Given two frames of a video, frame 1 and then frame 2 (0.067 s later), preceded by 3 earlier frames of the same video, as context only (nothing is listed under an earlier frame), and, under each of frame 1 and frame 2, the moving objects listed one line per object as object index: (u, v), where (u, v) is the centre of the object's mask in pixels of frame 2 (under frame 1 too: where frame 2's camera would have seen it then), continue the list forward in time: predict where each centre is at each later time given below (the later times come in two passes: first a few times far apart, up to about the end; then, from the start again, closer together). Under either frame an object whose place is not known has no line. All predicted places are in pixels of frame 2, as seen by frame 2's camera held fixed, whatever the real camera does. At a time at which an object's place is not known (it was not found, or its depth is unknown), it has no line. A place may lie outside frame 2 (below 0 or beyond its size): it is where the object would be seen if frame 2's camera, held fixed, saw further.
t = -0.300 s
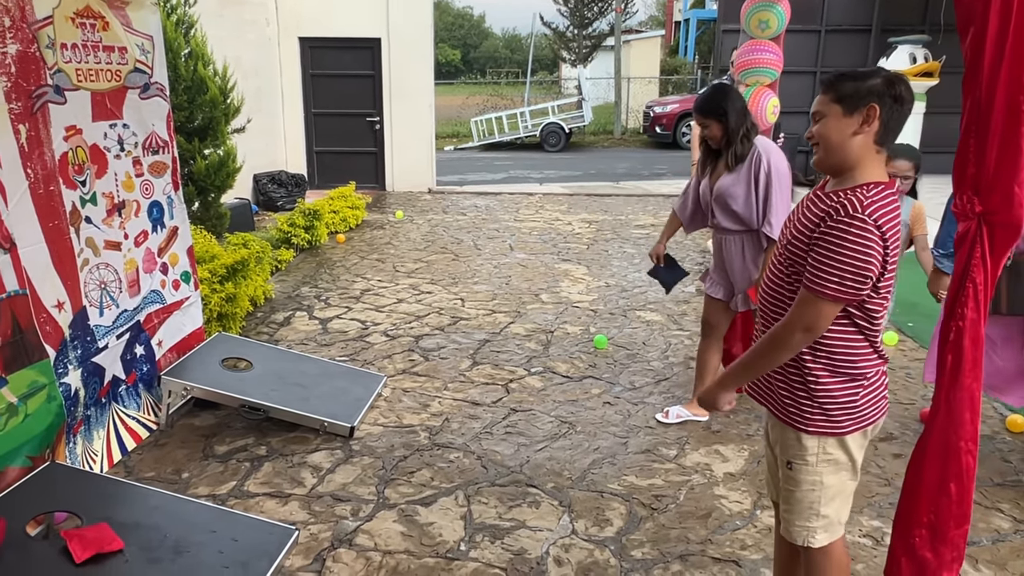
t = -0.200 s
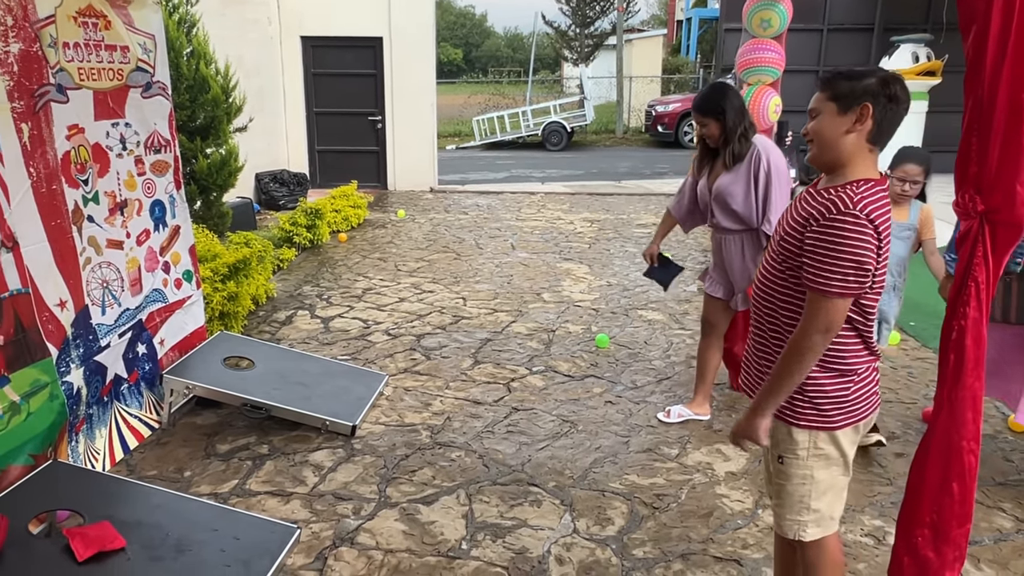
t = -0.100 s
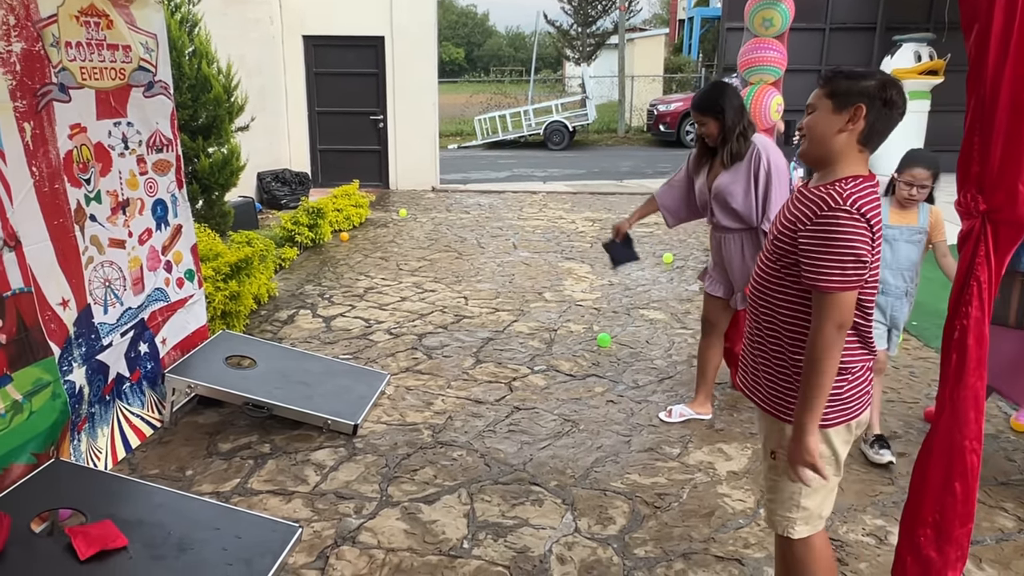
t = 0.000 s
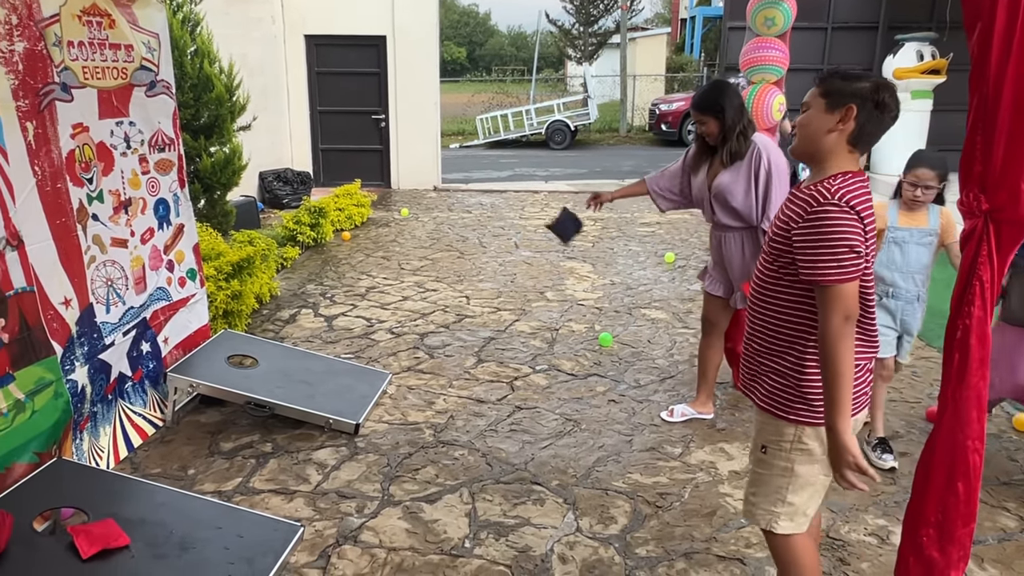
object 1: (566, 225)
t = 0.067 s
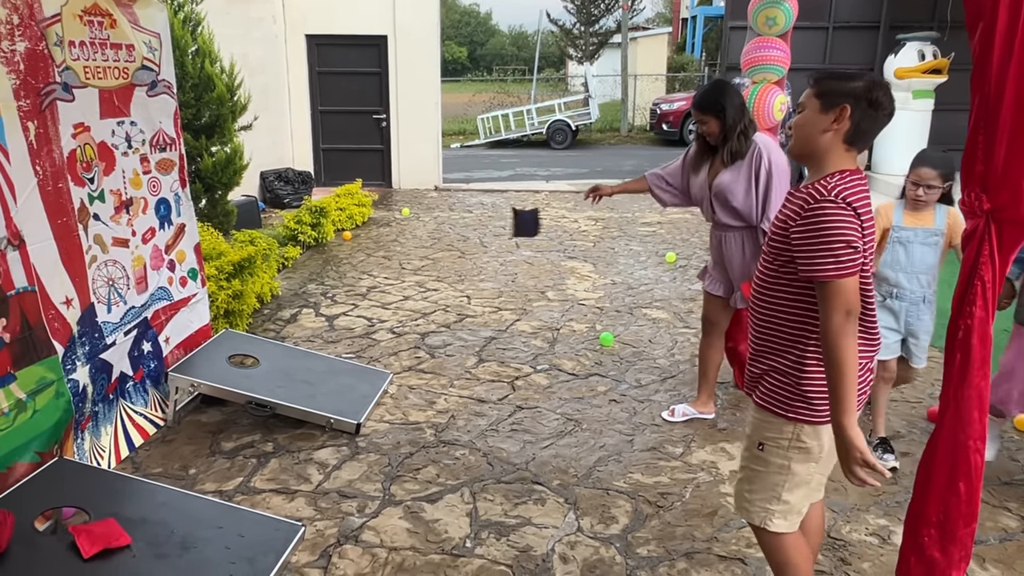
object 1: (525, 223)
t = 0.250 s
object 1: (406, 257)
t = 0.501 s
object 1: (288, 371)
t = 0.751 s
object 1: (299, 366)
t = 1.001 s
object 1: (301, 370)
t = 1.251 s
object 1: (302, 370)
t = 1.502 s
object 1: (301, 371)
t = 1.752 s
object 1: (301, 370)
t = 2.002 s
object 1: (302, 370)
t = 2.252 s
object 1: (304, 369)
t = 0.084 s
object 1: (515, 224)
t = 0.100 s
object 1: (504, 225)
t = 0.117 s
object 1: (493, 227)
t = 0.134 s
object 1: (482, 229)
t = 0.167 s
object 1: (460, 235)
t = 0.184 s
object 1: (449, 238)
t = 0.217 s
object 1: (427, 247)
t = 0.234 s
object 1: (417, 252)
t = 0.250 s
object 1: (406, 257)
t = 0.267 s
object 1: (396, 263)
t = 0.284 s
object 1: (386, 269)
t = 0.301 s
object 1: (376, 276)
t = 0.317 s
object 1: (366, 284)
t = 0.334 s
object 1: (356, 291)
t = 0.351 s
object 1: (347, 299)
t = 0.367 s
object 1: (338, 308)
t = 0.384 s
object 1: (329, 318)
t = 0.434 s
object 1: (303, 349)
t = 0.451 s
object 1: (295, 360)
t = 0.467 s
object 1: (289, 373)
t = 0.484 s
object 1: (287, 374)
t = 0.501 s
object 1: (288, 371)
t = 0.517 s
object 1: (288, 370)
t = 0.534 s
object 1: (289, 359)
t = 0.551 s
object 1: (290, 356)
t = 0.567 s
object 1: (290, 354)
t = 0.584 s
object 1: (291, 353)
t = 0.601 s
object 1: (291, 352)
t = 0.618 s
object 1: (292, 352)
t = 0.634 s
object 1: (293, 351)
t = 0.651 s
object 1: (294, 352)
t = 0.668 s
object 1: (295, 352)
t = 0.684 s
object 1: (296, 354)
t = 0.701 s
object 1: (297, 356)
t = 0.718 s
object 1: (298, 358)
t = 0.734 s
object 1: (299, 361)
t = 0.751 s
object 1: (299, 366)
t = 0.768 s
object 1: (300, 369)
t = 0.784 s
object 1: (300, 370)
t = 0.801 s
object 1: (301, 370)
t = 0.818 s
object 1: (301, 369)
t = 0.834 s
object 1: (301, 369)
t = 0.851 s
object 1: (302, 370)
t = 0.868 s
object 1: (302, 370)
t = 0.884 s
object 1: (302, 370)
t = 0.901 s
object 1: (302, 370)
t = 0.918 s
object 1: (302, 370)
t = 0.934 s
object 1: (302, 370)
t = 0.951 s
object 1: (302, 370)
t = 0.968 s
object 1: (301, 370)
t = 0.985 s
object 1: (302, 370)
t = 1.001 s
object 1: (301, 370)
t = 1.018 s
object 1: (301, 370)
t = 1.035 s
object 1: (301, 370)
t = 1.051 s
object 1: (301, 370)
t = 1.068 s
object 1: (301, 371)
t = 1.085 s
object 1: (301, 371)
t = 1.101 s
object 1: (301, 371)
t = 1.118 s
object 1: (302, 371)
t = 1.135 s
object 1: (302, 371)
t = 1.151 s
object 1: (302, 371)
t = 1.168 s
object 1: (302, 371)
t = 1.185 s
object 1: (302, 371)
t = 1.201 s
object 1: (302, 370)
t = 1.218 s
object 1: (302, 370)
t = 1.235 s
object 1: (302, 370)
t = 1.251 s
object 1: (302, 370)
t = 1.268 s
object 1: (301, 370)
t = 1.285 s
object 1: (301, 370)
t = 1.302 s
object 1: (301, 370)
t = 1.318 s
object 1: (301, 370)
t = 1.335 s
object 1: (301, 370)
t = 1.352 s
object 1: (301, 370)
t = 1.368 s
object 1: (301, 370)
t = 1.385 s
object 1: (301, 371)
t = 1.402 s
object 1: (301, 371)
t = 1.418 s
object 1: (301, 371)
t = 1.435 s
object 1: (301, 371)
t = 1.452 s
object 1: (301, 371)
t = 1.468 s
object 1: (301, 371)
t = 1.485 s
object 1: (301, 371)
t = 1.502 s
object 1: (301, 371)
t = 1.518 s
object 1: (301, 370)
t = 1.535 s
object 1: (301, 370)
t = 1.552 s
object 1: (301, 370)
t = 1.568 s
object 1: (301, 371)
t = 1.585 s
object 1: (301, 371)
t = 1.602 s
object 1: (301, 371)
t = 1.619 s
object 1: (301, 371)
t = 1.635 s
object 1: (301, 371)
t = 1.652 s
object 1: (301, 371)
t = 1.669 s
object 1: (301, 370)
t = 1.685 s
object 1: (301, 370)
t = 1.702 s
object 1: (301, 370)
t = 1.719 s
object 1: (301, 370)
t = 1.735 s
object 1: (301, 370)
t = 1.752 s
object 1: (301, 370)
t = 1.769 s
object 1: (301, 370)
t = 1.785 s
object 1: (301, 370)
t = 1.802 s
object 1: (301, 370)
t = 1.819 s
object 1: (301, 370)
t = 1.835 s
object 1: (301, 370)
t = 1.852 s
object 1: (301, 370)
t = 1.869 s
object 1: (302, 370)
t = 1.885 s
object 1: (302, 370)
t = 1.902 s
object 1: (302, 370)
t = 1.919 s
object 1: (302, 370)
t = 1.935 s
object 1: (302, 370)
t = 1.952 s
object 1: (302, 370)
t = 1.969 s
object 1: (302, 370)
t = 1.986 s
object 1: (302, 370)
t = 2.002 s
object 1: (302, 370)
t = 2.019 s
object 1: (302, 370)
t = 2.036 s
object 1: (302, 370)
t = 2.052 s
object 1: (302, 370)
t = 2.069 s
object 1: (303, 370)
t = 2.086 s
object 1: (303, 370)
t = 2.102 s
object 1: (303, 370)
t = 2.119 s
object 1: (303, 370)
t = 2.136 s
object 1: (303, 370)
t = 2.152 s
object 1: (303, 370)
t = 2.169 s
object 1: (303, 370)
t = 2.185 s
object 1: (303, 370)
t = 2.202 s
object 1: (303, 370)
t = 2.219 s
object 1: (304, 370)
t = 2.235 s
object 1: (304, 369)
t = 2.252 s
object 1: (304, 369)
